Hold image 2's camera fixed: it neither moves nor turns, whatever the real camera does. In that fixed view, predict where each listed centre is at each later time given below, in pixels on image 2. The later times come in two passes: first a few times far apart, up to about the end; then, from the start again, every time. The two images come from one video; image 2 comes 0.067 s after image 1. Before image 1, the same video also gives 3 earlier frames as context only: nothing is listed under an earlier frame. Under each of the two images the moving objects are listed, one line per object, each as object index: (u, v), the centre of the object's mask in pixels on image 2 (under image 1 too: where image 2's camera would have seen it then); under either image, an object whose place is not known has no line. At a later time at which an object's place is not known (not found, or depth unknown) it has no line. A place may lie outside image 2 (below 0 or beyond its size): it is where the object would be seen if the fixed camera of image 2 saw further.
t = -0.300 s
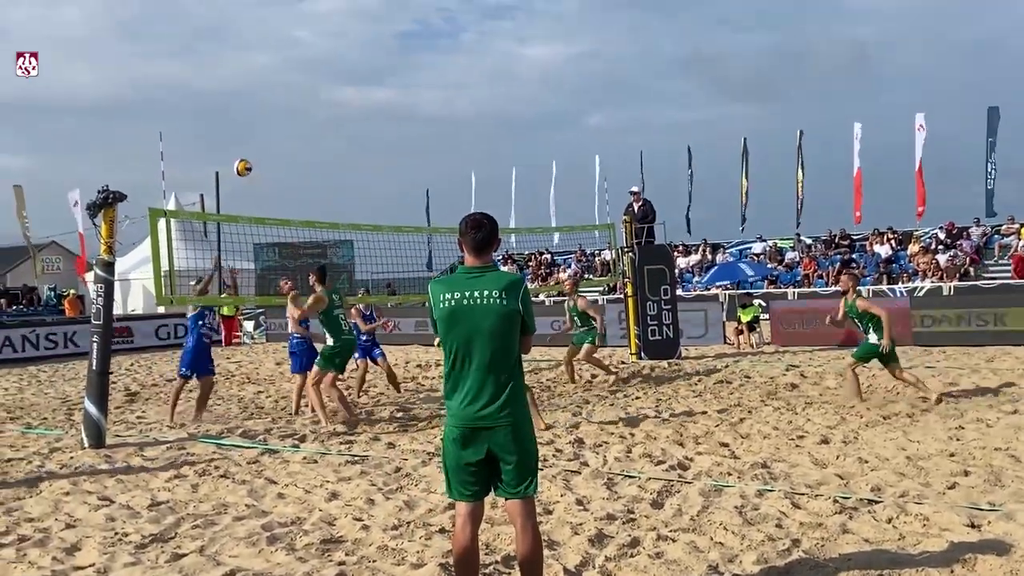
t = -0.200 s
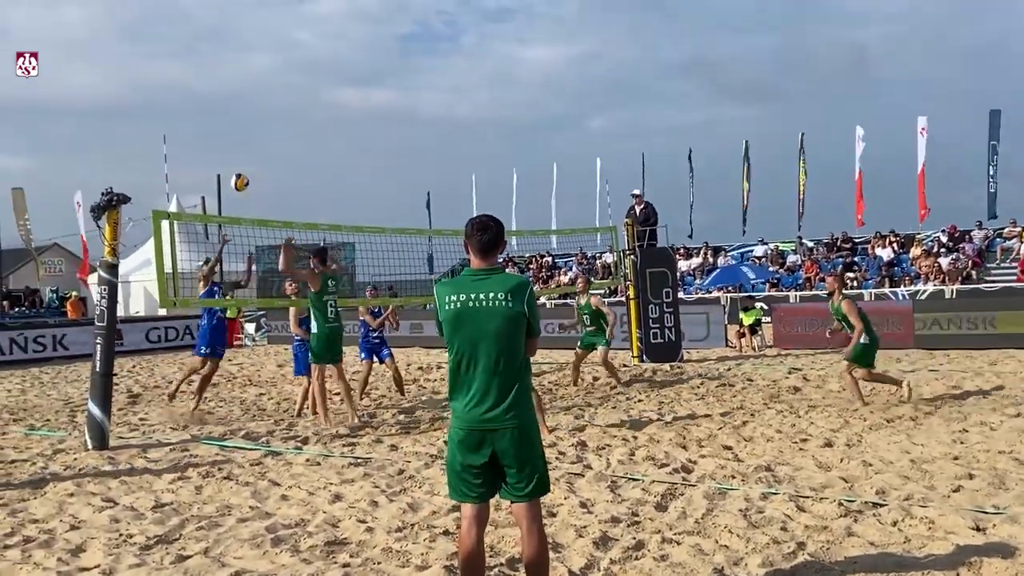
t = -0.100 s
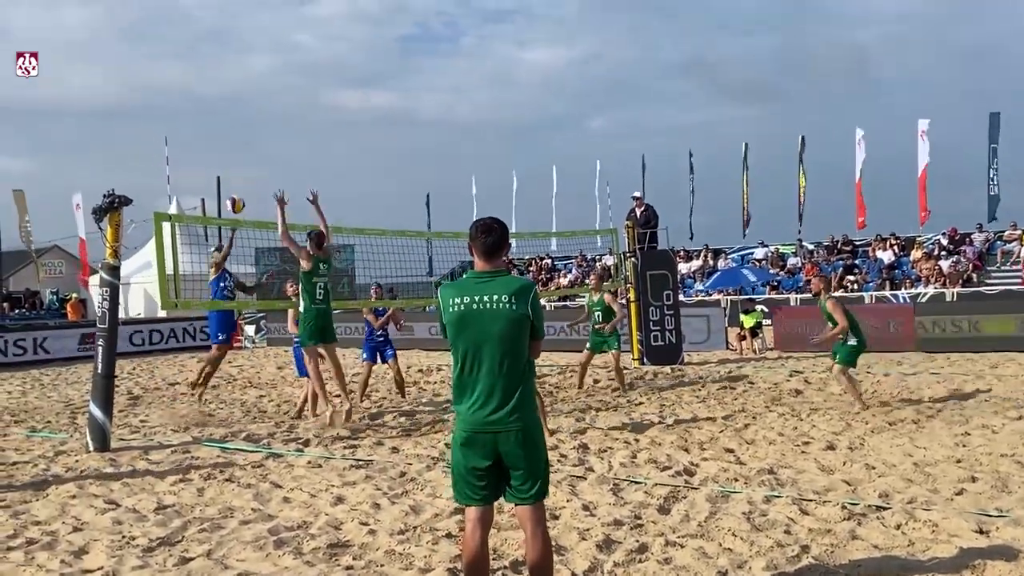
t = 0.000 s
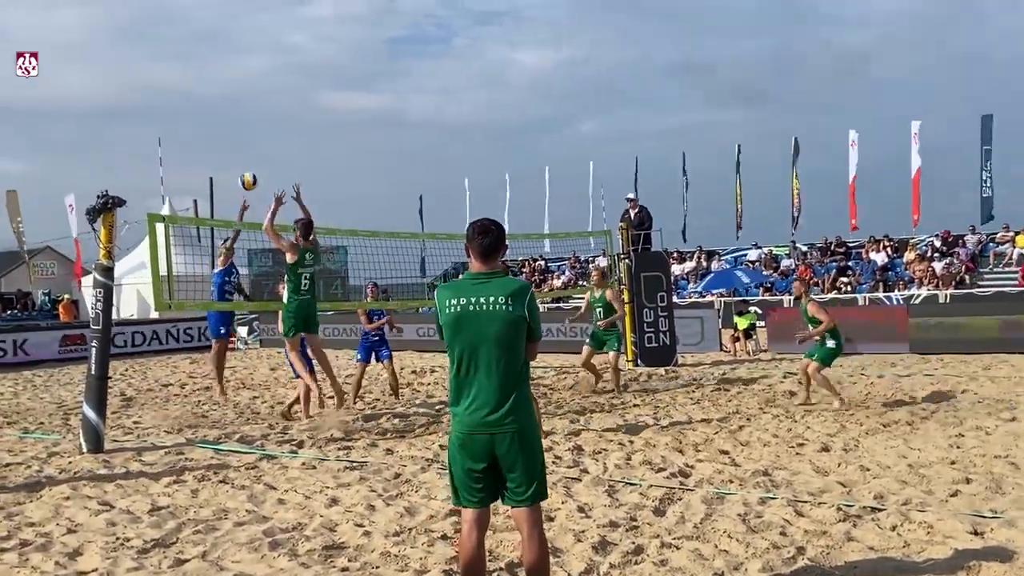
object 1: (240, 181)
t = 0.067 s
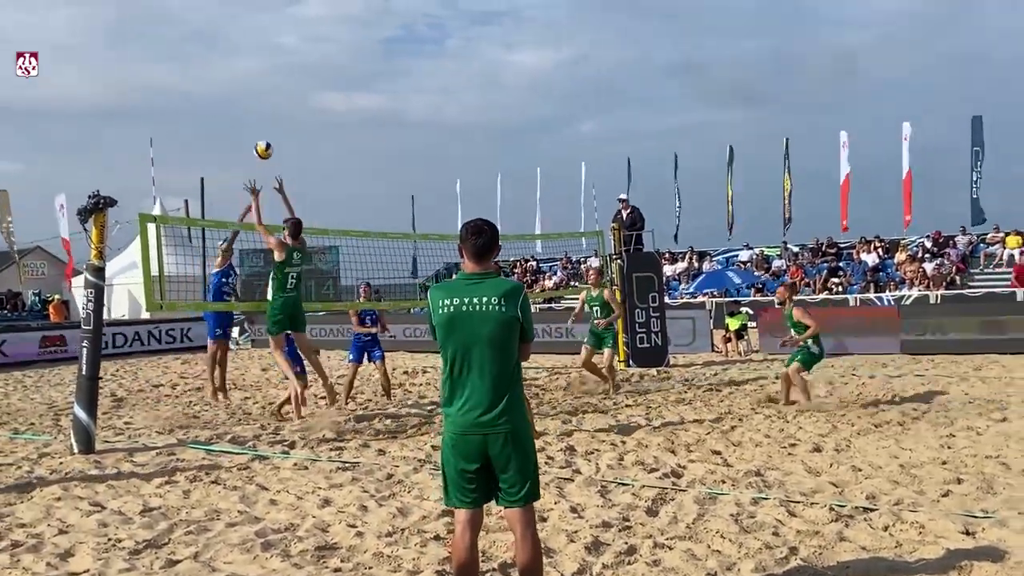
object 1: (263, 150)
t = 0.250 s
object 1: (334, 78)
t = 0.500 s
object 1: (452, 14)
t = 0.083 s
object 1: (269, 142)
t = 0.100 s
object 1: (275, 135)
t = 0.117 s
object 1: (281, 128)
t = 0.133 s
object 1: (288, 121)
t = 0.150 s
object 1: (294, 114)
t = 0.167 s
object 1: (300, 107)
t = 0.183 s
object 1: (307, 101)
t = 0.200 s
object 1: (313, 95)
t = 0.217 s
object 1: (320, 89)
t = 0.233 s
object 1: (327, 83)
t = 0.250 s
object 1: (334, 78)
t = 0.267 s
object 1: (341, 72)
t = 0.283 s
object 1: (348, 66)
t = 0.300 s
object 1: (356, 61)
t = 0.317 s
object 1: (363, 56)
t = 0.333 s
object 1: (370, 51)
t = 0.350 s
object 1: (378, 47)
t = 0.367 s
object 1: (385, 42)
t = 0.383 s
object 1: (393, 37)
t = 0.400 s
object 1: (401, 33)
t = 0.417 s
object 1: (410, 30)
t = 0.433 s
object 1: (418, 26)
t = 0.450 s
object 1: (427, 22)
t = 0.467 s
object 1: (435, 19)
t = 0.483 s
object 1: (444, 16)
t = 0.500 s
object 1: (452, 14)
